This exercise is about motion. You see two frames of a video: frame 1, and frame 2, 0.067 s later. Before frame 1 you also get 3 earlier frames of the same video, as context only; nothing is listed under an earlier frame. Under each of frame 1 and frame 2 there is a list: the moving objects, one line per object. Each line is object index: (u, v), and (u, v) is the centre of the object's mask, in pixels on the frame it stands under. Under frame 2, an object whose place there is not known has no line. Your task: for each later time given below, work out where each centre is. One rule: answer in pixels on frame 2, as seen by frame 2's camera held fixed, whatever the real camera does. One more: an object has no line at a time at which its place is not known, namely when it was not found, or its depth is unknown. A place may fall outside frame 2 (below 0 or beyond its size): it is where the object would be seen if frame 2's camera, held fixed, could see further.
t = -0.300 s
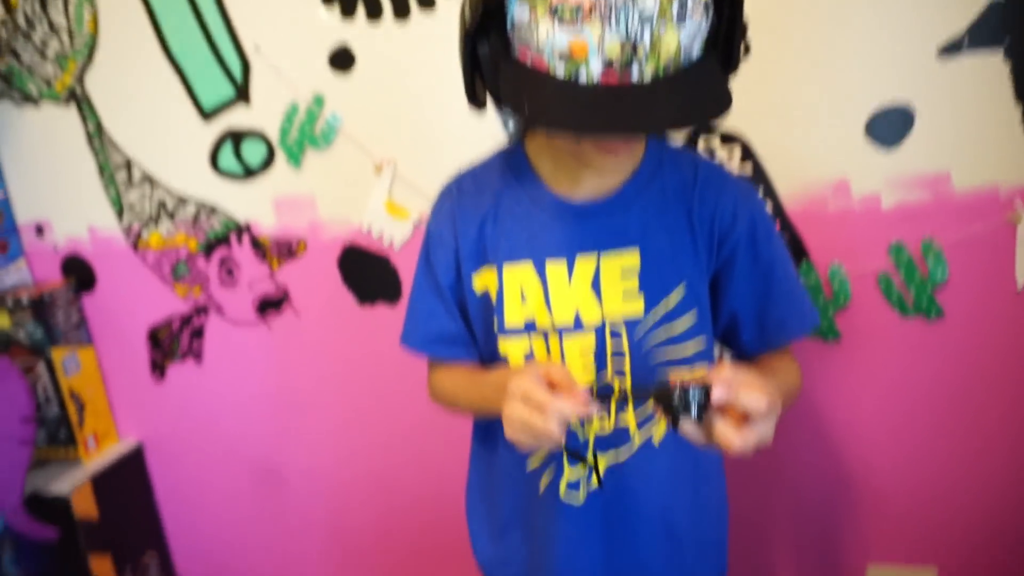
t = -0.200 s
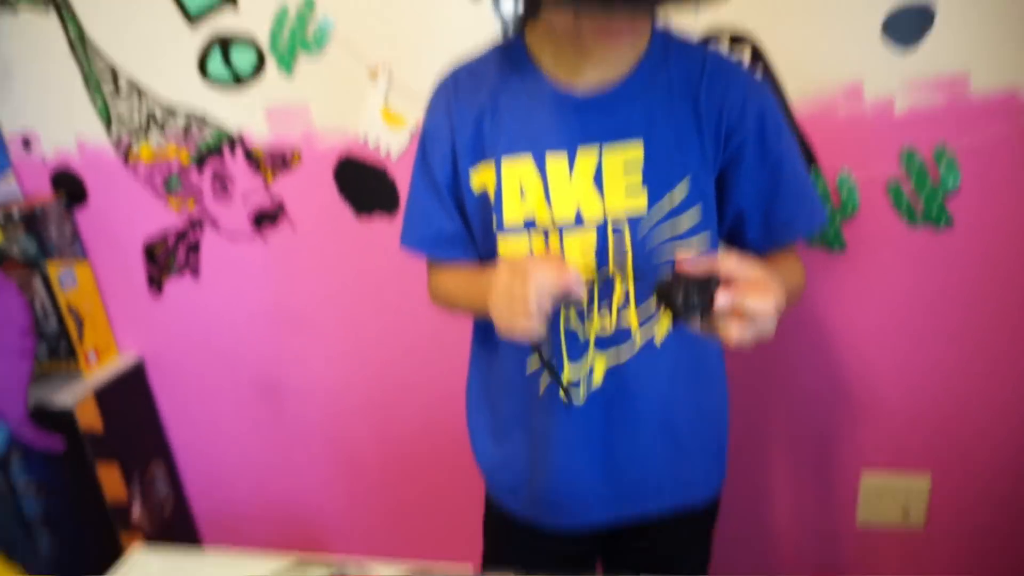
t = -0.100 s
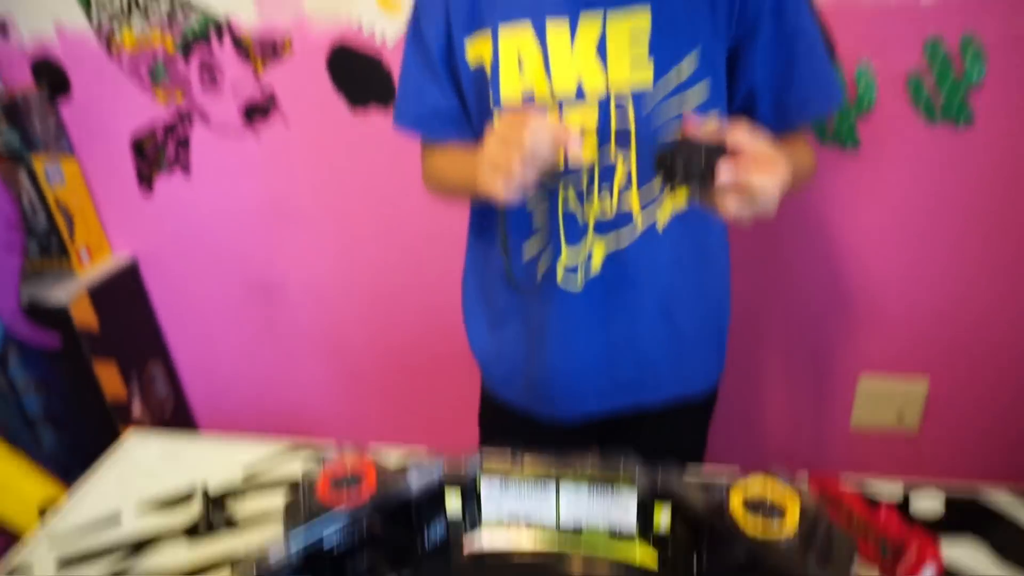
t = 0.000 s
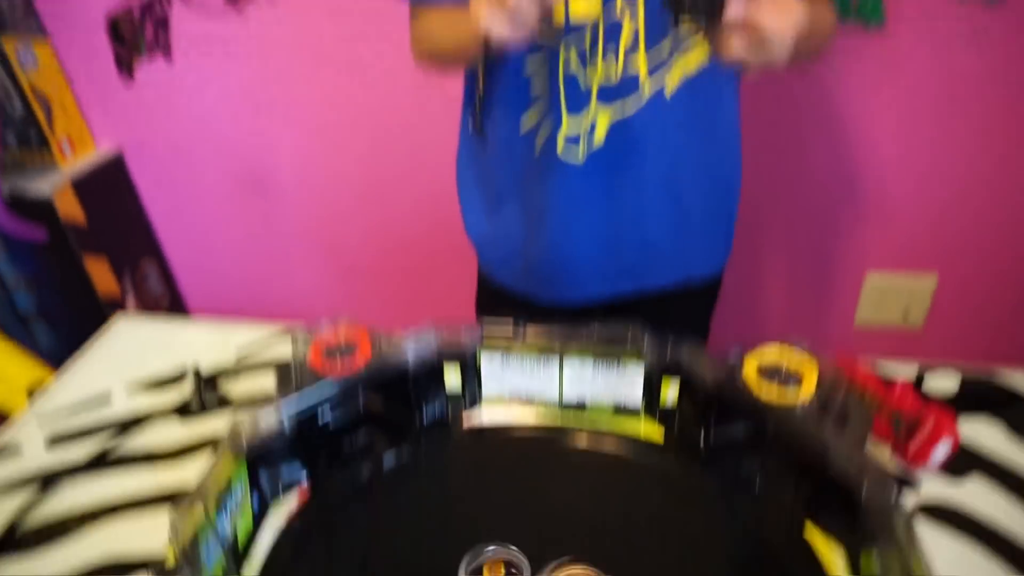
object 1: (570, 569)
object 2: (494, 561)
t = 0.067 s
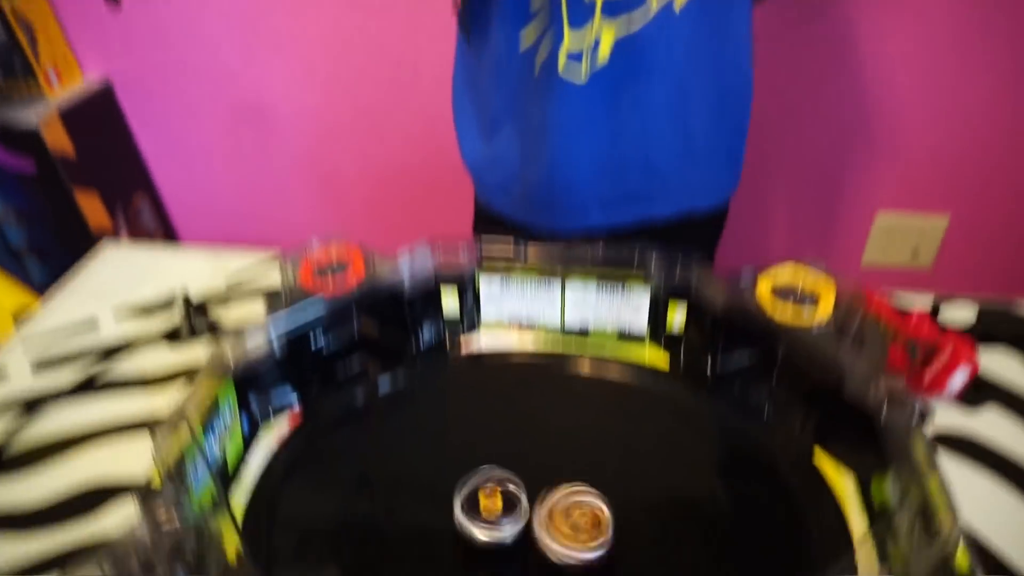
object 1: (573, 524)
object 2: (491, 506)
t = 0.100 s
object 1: (571, 522)
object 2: (490, 507)
